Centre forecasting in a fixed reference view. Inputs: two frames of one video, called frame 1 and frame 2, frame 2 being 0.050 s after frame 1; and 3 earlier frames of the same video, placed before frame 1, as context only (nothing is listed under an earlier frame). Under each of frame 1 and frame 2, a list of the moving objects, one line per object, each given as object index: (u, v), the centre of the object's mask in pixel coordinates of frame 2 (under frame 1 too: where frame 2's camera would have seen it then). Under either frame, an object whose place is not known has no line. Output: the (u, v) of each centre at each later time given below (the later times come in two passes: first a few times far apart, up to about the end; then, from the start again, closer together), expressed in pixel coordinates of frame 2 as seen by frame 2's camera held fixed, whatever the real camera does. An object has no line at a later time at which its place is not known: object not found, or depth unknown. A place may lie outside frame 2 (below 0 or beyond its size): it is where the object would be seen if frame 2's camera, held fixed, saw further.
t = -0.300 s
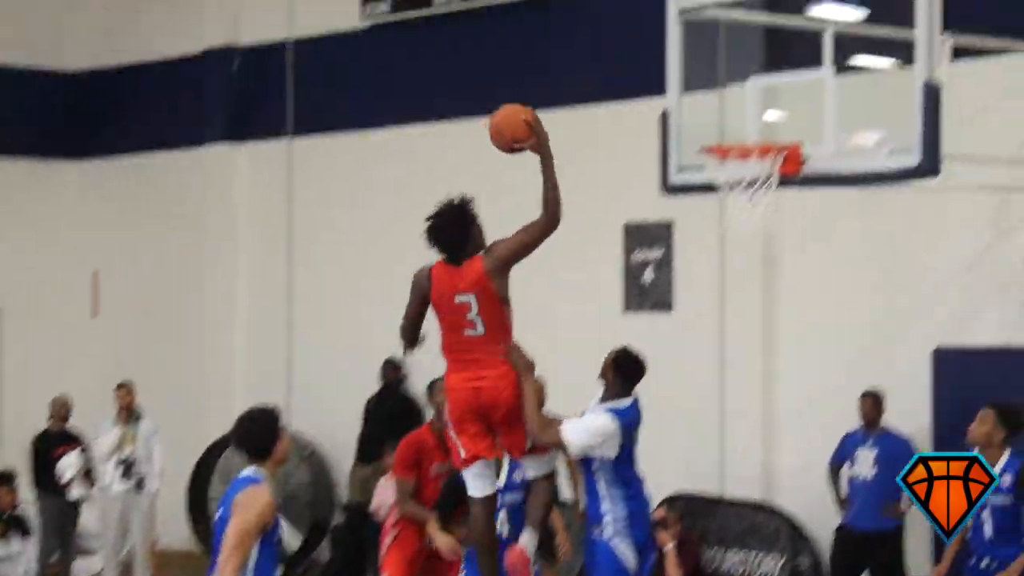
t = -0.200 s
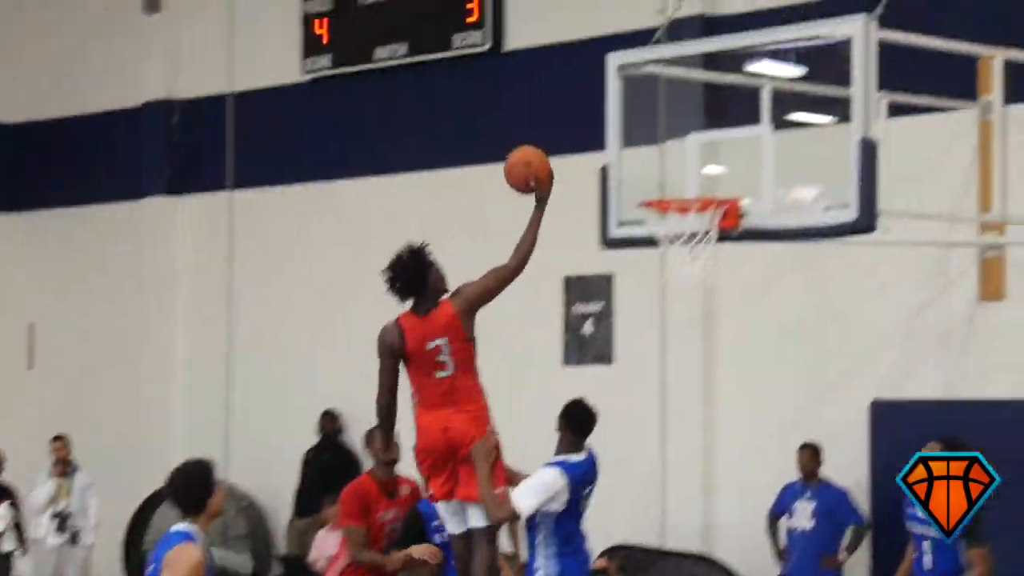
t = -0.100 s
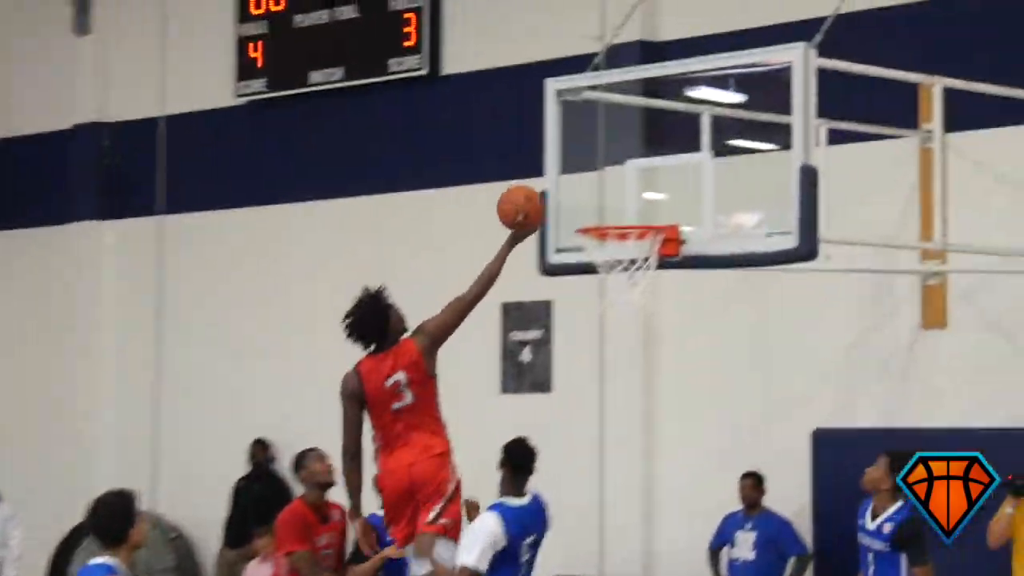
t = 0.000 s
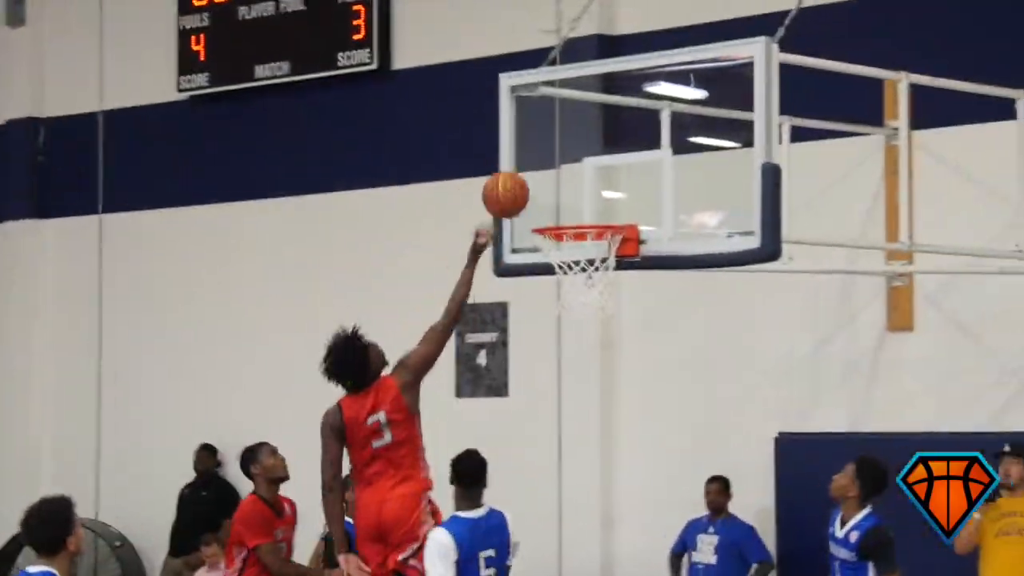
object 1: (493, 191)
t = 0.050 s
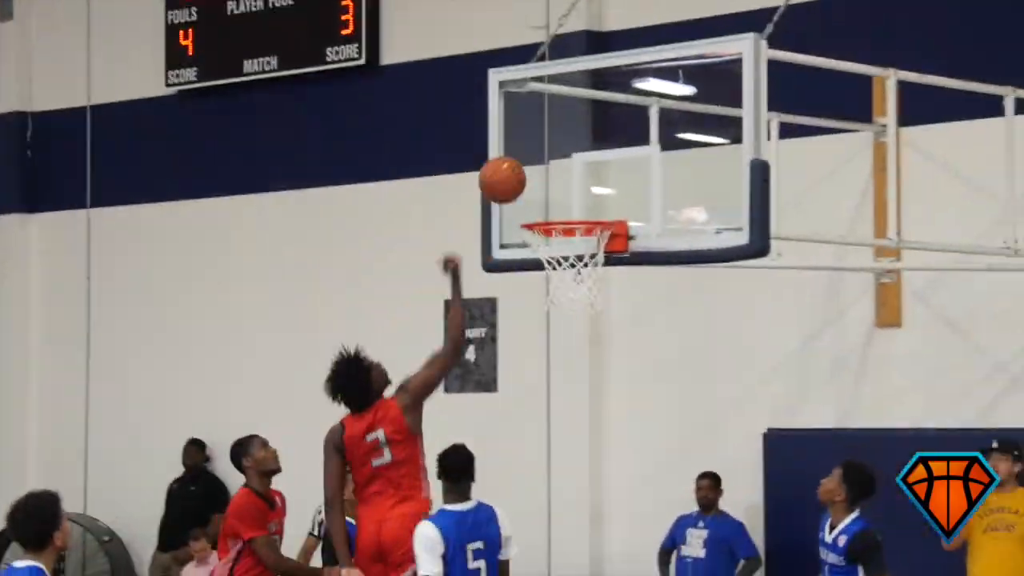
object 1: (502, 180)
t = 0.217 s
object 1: (528, 179)
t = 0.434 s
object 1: (562, 254)
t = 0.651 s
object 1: (591, 285)
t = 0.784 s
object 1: (600, 322)
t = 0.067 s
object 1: (505, 177)
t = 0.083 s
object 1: (507, 176)
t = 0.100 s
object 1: (510, 174)
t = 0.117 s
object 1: (513, 173)
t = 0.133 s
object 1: (515, 173)
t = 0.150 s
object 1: (518, 173)
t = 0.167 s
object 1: (520, 174)
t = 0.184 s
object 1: (523, 175)
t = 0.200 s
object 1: (526, 177)
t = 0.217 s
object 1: (528, 179)
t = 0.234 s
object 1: (531, 182)
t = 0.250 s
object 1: (533, 185)
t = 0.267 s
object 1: (536, 189)
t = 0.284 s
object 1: (539, 193)
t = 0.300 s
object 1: (541, 198)
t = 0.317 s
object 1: (544, 202)
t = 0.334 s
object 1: (546, 206)
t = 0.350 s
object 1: (548, 213)
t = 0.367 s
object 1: (551, 223)
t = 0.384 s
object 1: (554, 230)
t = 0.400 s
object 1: (556, 239)
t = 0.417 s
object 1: (560, 248)
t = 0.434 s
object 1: (562, 254)
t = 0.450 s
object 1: (564, 260)
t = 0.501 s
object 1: (573, 270)
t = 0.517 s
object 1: (576, 271)
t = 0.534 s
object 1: (578, 272)
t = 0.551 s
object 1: (580, 273)
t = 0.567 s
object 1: (583, 275)
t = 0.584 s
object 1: (584, 276)
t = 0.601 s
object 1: (586, 276)
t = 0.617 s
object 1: (588, 279)
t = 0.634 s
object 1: (590, 281)
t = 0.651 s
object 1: (591, 285)
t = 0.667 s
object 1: (591, 288)
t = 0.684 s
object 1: (593, 292)
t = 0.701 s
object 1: (594, 295)
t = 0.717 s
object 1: (595, 299)
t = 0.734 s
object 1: (597, 305)
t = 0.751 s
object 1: (598, 311)
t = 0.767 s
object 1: (599, 316)
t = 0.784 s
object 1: (600, 322)
